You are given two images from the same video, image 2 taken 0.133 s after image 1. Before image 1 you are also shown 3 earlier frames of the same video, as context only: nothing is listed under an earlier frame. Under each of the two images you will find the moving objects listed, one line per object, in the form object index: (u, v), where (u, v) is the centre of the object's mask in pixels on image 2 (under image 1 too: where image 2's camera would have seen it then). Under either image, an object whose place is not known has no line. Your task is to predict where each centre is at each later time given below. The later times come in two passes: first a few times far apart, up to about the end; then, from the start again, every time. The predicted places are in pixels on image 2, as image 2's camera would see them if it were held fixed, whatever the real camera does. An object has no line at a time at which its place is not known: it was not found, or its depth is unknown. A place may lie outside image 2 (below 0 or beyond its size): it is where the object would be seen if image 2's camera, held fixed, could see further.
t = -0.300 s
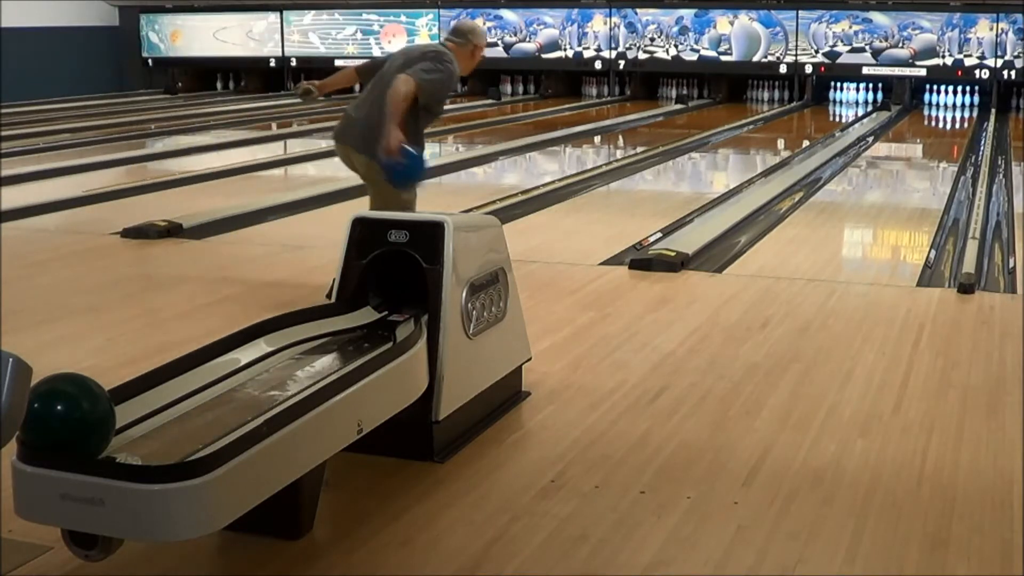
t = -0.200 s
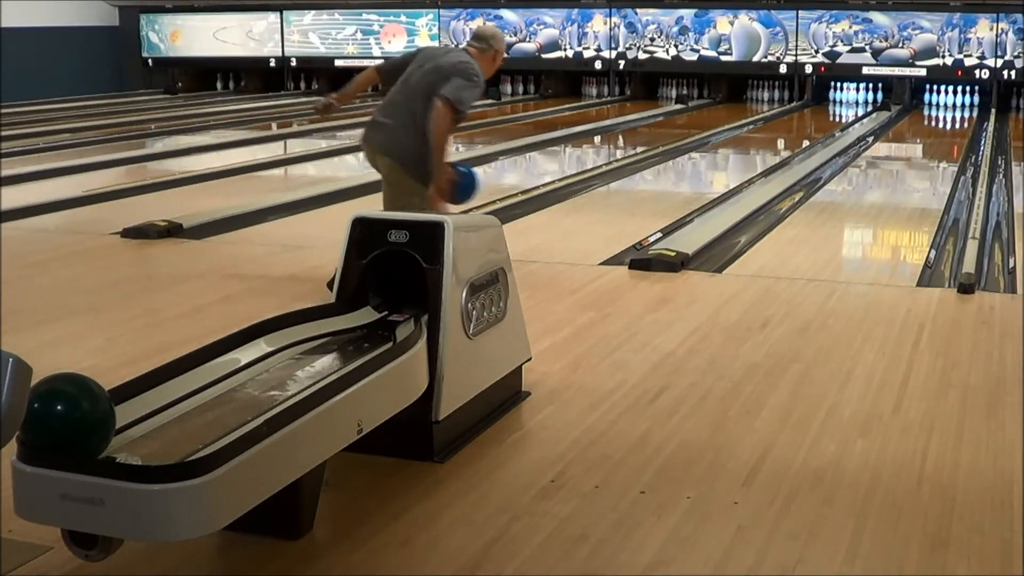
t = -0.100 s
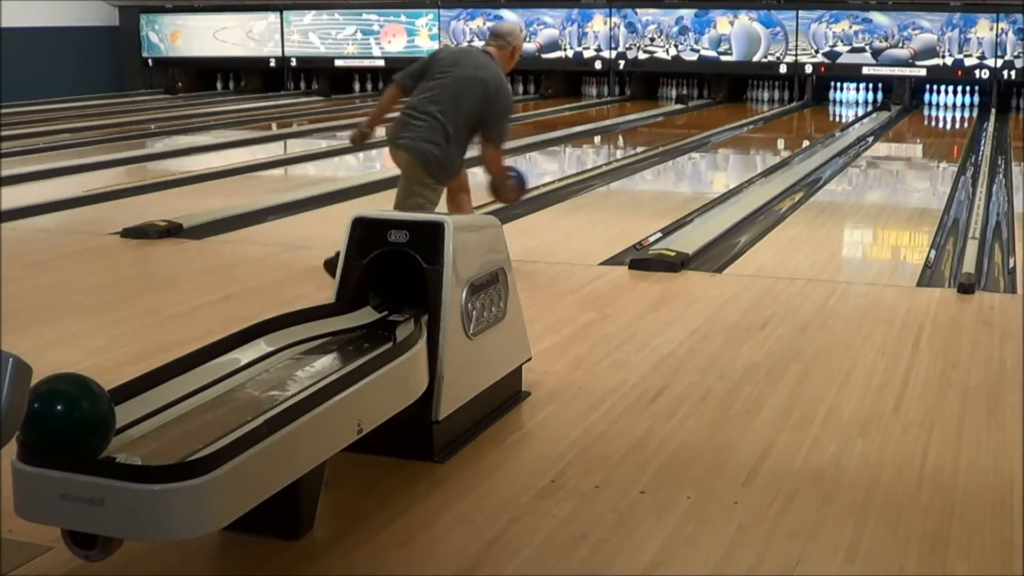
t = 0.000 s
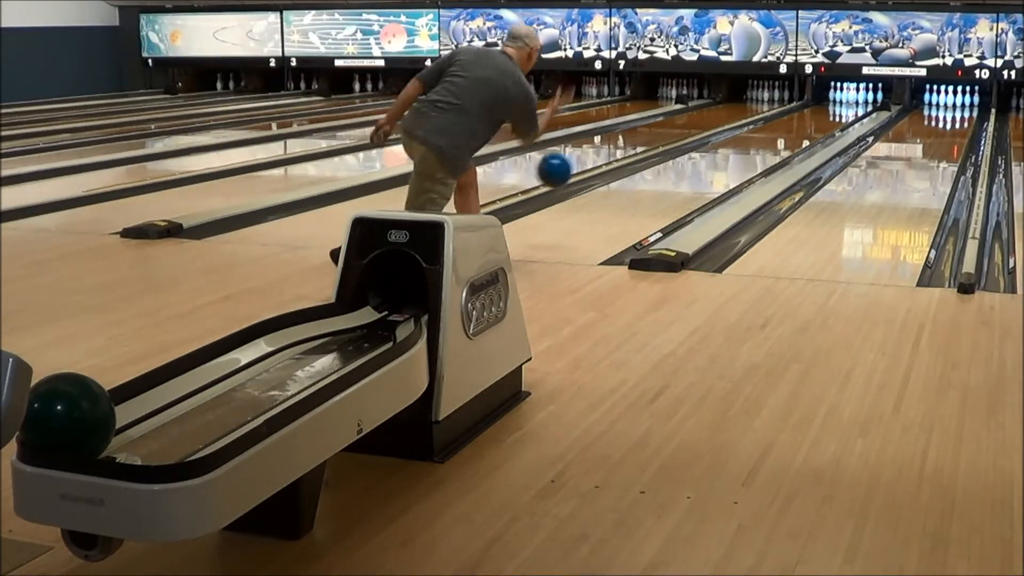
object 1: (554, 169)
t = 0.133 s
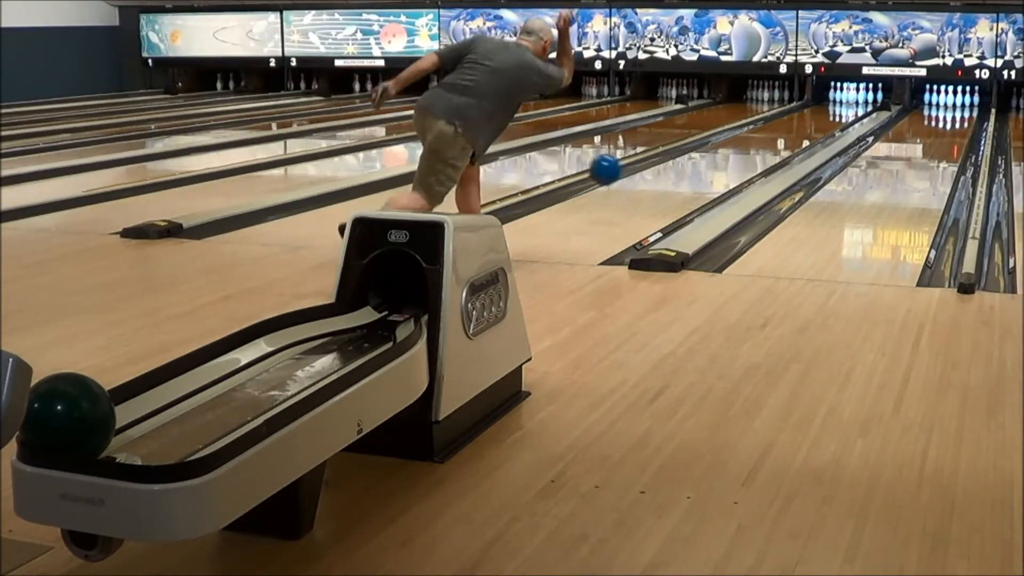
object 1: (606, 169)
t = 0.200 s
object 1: (625, 179)
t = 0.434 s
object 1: (686, 176)
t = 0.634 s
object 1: (724, 163)
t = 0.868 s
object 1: (759, 148)
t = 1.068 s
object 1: (782, 138)
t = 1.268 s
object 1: (801, 129)
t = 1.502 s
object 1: (819, 121)
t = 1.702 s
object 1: (831, 115)
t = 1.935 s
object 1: (841, 109)
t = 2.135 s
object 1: (848, 105)
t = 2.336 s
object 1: (852, 101)
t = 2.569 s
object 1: (856, 99)
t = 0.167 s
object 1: (615, 173)
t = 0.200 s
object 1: (625, 179)
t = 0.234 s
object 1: (636, 185)
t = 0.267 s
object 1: (645, 193)
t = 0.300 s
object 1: (654, 191)
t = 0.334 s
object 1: (662, 185)
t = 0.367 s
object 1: (670, 181)
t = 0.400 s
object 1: (678, 178)
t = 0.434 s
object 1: (686, 176)
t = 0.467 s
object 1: (692, 176)
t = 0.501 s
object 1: (699, 173)
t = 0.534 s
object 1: (706, 171)
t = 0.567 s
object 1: (712, 168)
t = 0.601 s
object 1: (718, 165)
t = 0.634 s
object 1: (724, 163)
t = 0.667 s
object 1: (729, 161)
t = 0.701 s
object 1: (735, 158)
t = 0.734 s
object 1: (740, 156)
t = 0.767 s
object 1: (745, 154)
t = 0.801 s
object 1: (749, 152)
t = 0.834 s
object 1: (754, 150)
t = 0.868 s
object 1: (759, 148)
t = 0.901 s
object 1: (763, 146)
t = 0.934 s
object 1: (767, 144)
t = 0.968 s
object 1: (771, 143)
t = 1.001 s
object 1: (775, 141)
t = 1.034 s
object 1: (778, 140)
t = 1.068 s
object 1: (782, 138)
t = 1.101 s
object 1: (786, 136)
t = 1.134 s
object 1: (789, 135)
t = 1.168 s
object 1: (792, 133)
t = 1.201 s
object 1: (795, 132)
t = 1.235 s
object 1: (798, 130)
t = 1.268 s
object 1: (801, 129)
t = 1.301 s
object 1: (804, 128)
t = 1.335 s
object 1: (806, 127)
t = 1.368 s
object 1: (809, 126)
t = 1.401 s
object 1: (812, 124)
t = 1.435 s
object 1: (814, 123)
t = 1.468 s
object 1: (816, 122)
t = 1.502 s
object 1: (819, 121)
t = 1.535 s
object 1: (820, 120)
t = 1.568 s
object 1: (823, 119)
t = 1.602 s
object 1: (825, 118)
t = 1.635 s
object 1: (827, 117)
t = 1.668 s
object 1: (829, 116)
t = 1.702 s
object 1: (831, 115)
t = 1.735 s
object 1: (833, 114)
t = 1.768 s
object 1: (834, 113)
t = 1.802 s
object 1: (835, 112)
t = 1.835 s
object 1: (837, 112)
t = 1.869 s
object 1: (838, 111)
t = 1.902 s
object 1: (840, 110)
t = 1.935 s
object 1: (841, 109)
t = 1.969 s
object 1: (843, 108)
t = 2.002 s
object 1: (844, 108)
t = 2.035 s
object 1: (845, 107)
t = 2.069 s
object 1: (846, 106)
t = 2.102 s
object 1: (847, 106)
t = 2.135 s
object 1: (848, 105)
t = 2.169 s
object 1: (849, 104)
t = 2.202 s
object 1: (850, 103)
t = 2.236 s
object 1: (851, 103)
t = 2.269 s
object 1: (851, 102)
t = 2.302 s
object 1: (851, 102)
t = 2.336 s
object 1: (852, 101)
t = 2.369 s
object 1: (853, 101)
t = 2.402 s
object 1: (853, 101)
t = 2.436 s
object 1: (853, 100)
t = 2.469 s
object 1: (854, 100)
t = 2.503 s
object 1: (856, 100)
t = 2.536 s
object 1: (856, 99)
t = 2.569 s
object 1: (856, 99)
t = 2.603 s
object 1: (857, 98)
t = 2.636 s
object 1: (858, 98)
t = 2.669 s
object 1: (858, 98)
